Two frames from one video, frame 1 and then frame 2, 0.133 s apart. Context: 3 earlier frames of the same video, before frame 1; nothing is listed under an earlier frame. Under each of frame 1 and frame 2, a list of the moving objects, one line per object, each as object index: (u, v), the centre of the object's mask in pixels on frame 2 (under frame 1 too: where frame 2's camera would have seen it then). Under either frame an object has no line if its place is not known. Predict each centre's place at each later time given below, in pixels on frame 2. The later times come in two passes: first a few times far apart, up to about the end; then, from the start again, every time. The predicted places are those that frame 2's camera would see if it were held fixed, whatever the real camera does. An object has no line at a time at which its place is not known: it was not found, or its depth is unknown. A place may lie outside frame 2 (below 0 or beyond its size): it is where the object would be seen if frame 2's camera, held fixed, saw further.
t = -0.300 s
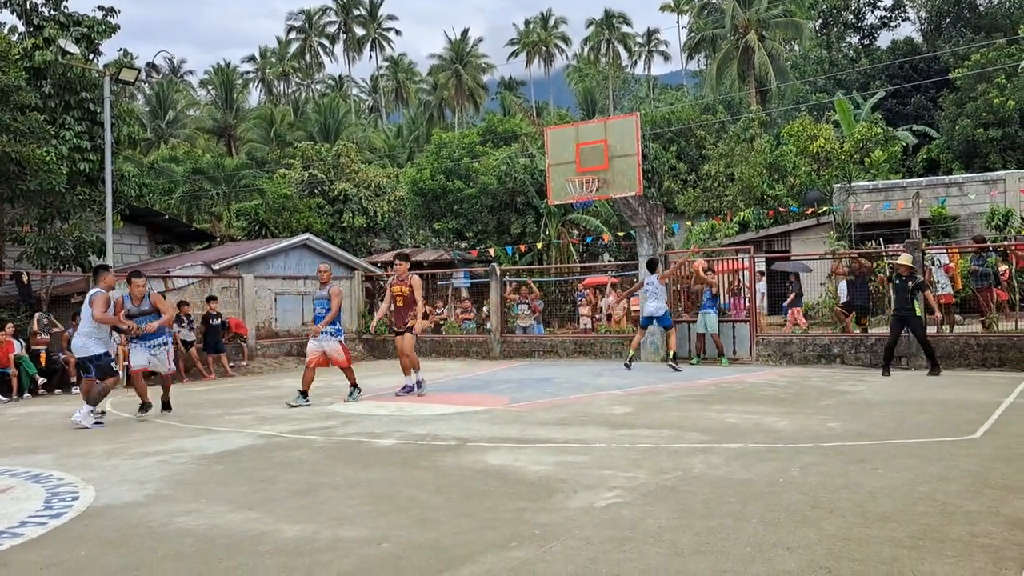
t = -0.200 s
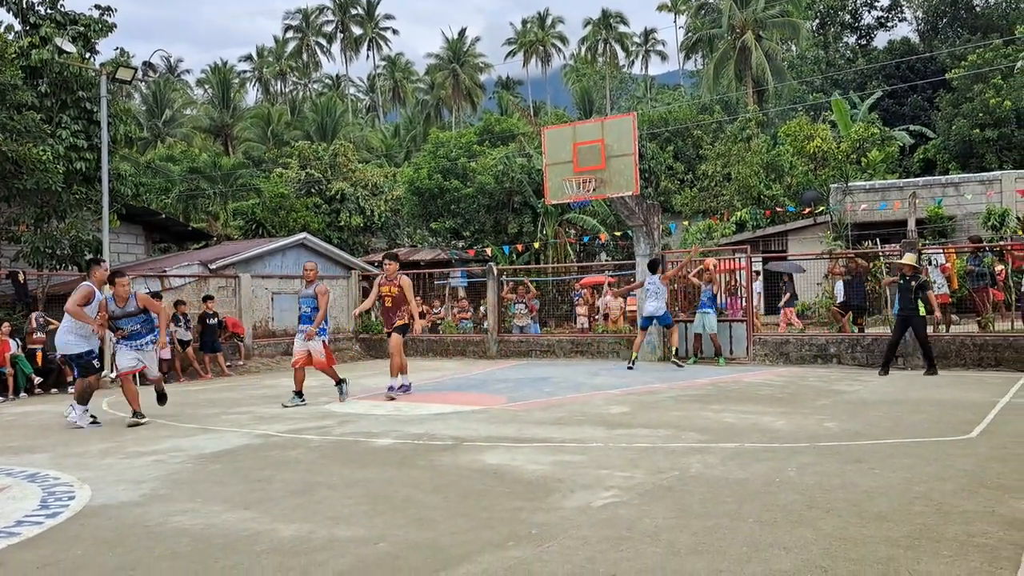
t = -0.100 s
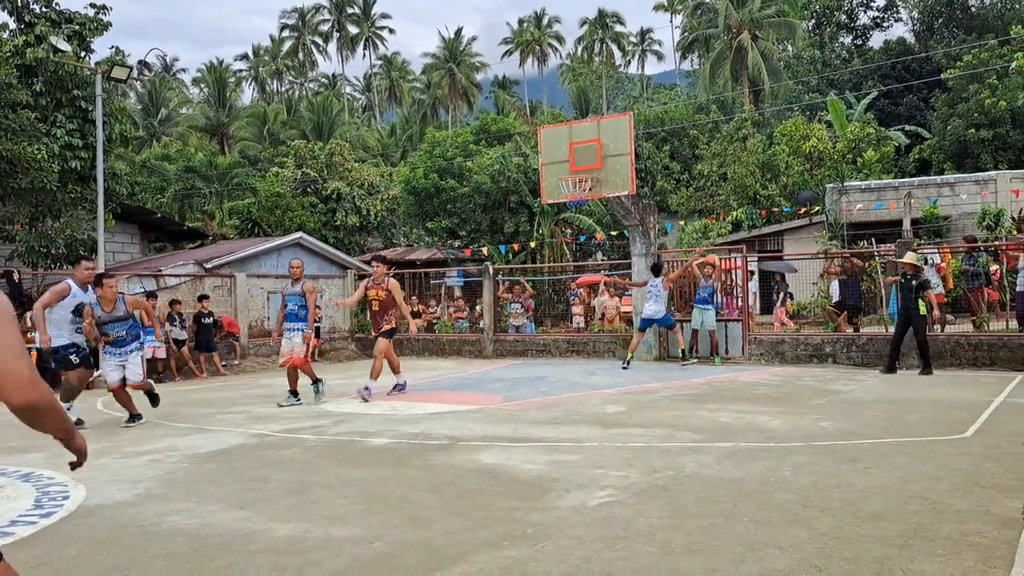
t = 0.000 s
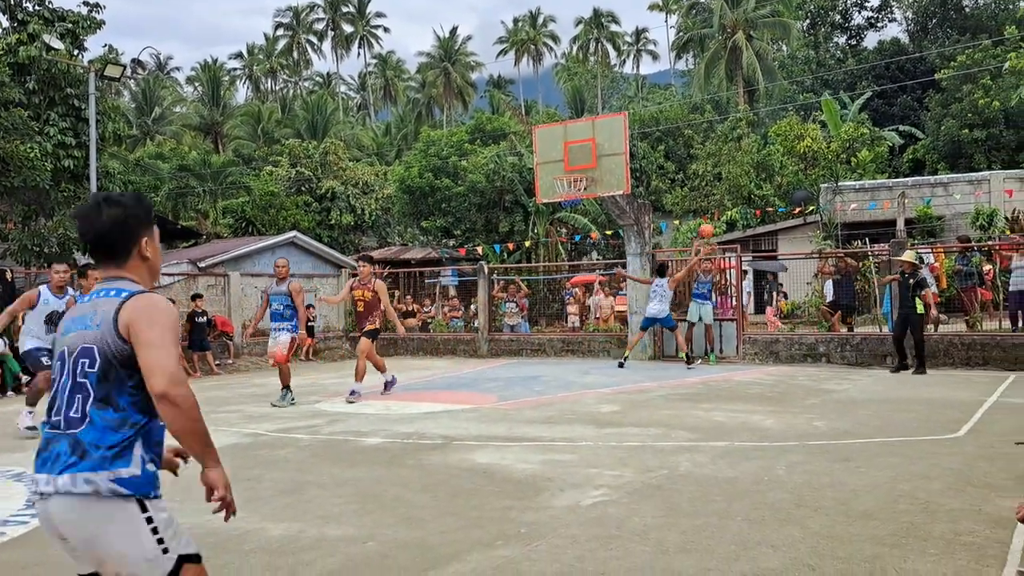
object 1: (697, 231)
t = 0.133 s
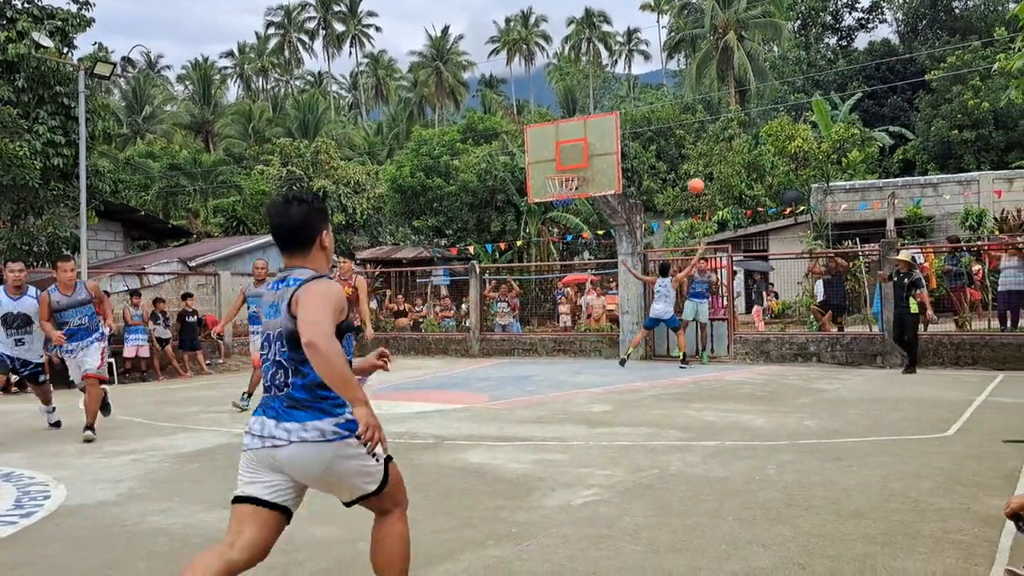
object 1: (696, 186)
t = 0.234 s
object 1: (694, 155)
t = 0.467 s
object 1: (689, 99)
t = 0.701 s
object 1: (677, 76)
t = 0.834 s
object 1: (668, 84)
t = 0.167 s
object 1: (696, 175)
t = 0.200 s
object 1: (695, 165)
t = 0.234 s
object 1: (694, 155)
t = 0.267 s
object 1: (693, 145)
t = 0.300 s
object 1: (693, 136)
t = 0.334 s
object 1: (692, 128)
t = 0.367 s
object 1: (692, 120)
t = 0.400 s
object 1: (690, 112)
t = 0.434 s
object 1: (690, 105)
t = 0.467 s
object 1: (689, 99)
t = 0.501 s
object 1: (688, 93)
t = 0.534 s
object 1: (686, 88)
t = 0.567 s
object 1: (685, 84)
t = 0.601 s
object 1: (683, 81)
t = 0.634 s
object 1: (681, 77)
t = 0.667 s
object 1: (680, 77)
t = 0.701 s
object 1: (677, 76)
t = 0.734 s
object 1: (676, 76)
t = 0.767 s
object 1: (674, 77)
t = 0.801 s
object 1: (671, 80)
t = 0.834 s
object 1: (668, 84)
